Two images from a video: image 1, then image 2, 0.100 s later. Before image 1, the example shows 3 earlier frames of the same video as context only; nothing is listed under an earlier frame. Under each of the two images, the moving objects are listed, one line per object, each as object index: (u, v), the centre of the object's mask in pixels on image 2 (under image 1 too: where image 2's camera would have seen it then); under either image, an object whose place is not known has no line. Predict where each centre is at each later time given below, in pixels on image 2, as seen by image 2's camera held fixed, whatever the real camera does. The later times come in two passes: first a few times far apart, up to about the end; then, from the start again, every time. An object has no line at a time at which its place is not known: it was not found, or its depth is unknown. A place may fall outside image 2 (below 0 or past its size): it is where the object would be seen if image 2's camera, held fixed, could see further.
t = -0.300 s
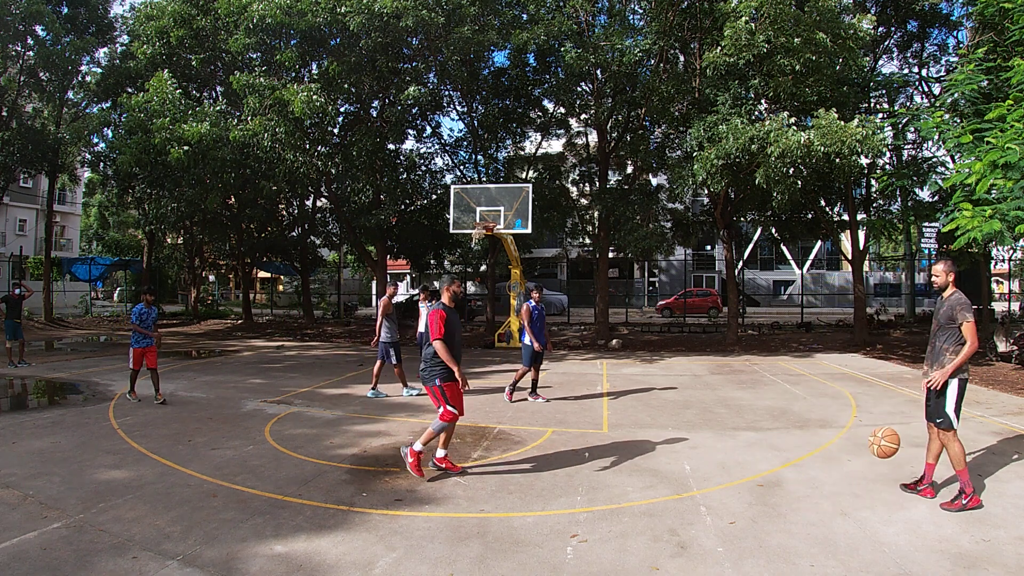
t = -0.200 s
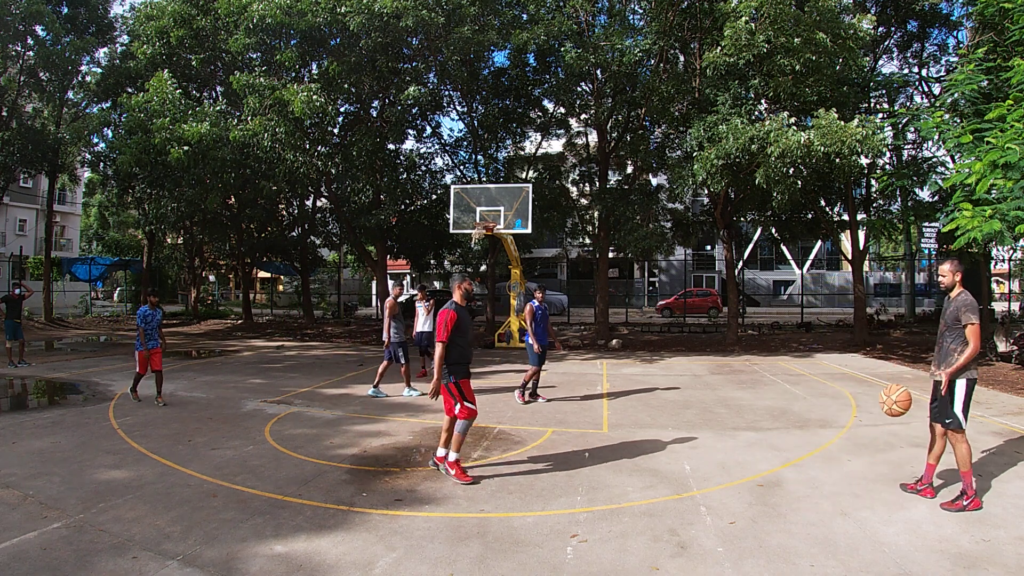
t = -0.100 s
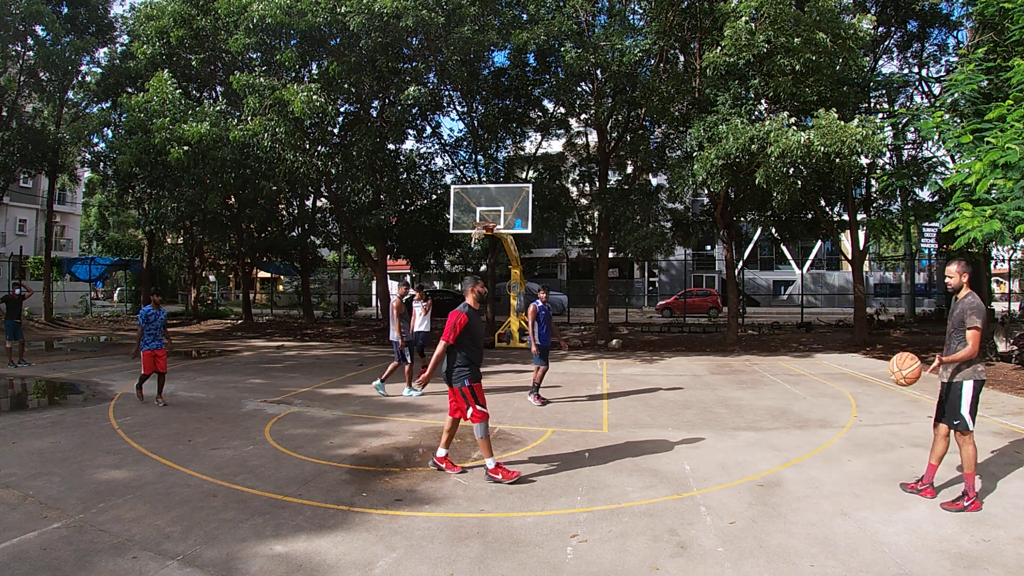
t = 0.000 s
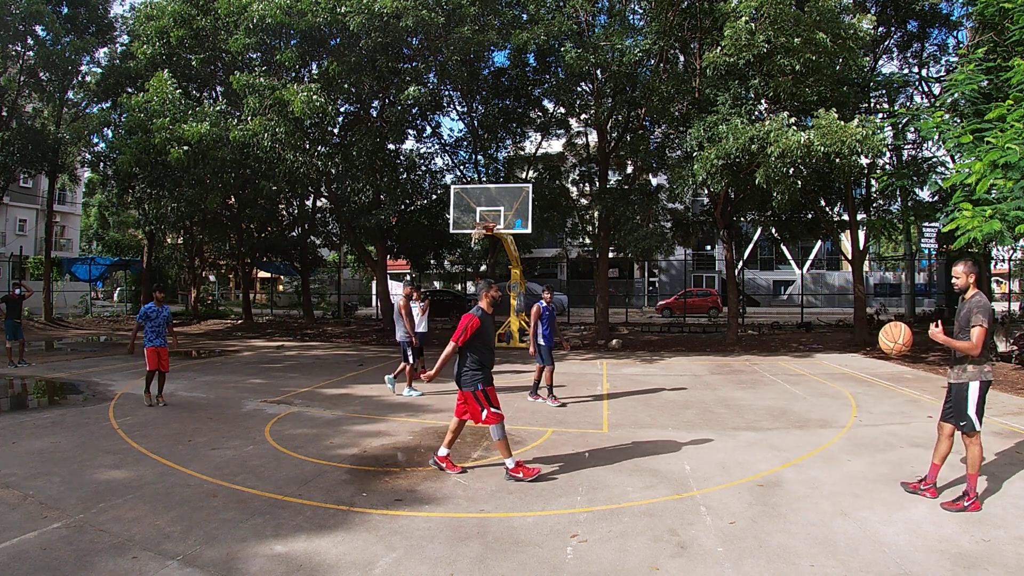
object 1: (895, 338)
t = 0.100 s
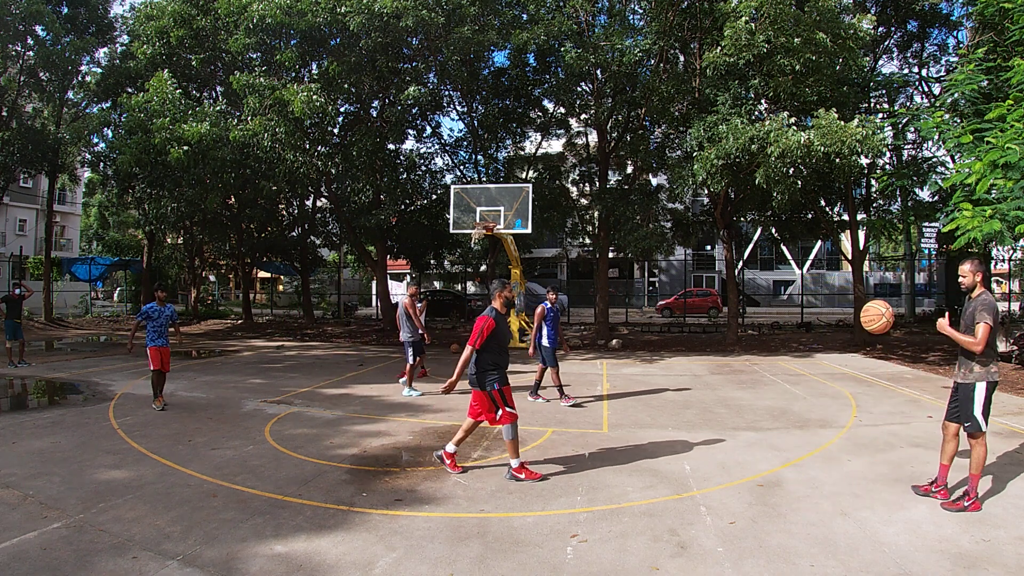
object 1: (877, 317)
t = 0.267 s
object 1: (846, 312)
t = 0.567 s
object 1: (790, 393)
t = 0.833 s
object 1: (744, 438)
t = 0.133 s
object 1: (871, 313)
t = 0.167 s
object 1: (864, 310)
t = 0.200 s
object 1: (858, 309)
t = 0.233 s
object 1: (852, 310)
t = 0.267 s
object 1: (846, 312)
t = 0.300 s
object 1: (840, 316)
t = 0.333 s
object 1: (834, 321)
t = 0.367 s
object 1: (828, 327)
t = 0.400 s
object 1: (822, 335)
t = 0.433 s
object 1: (815, 344)
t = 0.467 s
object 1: (809, 354)
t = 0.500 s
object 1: (803, 366)
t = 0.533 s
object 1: (797, 379)
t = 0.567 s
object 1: (790, 393)
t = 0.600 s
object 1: (783, 408)
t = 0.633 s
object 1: (777, 425)
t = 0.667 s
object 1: (770, 442)
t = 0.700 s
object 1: (763, 460)
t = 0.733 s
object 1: (756, 479)
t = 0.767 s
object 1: (752, 468)
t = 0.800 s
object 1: (748, 452)
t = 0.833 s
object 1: (744, 438)
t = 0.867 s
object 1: (739, 424)
